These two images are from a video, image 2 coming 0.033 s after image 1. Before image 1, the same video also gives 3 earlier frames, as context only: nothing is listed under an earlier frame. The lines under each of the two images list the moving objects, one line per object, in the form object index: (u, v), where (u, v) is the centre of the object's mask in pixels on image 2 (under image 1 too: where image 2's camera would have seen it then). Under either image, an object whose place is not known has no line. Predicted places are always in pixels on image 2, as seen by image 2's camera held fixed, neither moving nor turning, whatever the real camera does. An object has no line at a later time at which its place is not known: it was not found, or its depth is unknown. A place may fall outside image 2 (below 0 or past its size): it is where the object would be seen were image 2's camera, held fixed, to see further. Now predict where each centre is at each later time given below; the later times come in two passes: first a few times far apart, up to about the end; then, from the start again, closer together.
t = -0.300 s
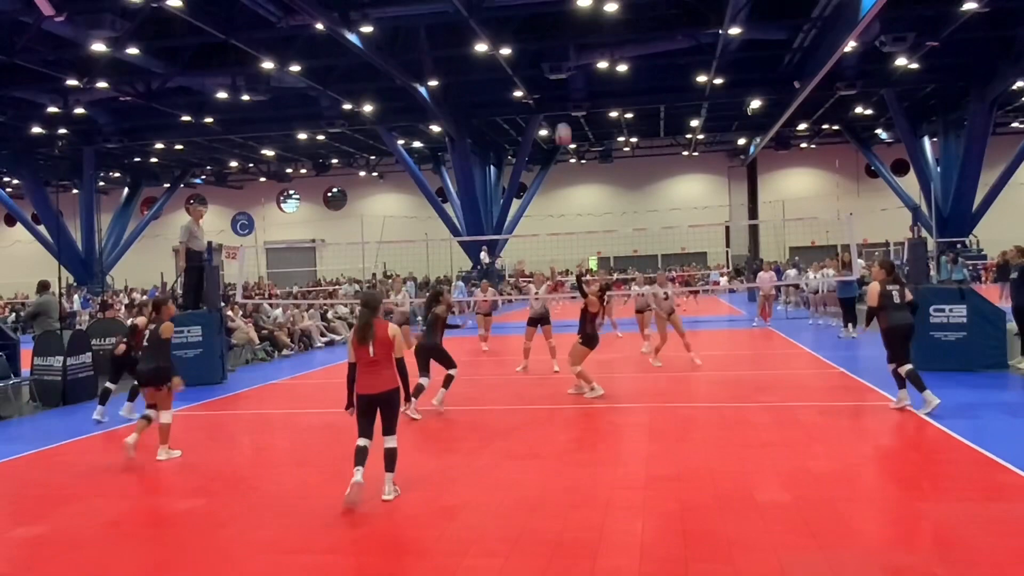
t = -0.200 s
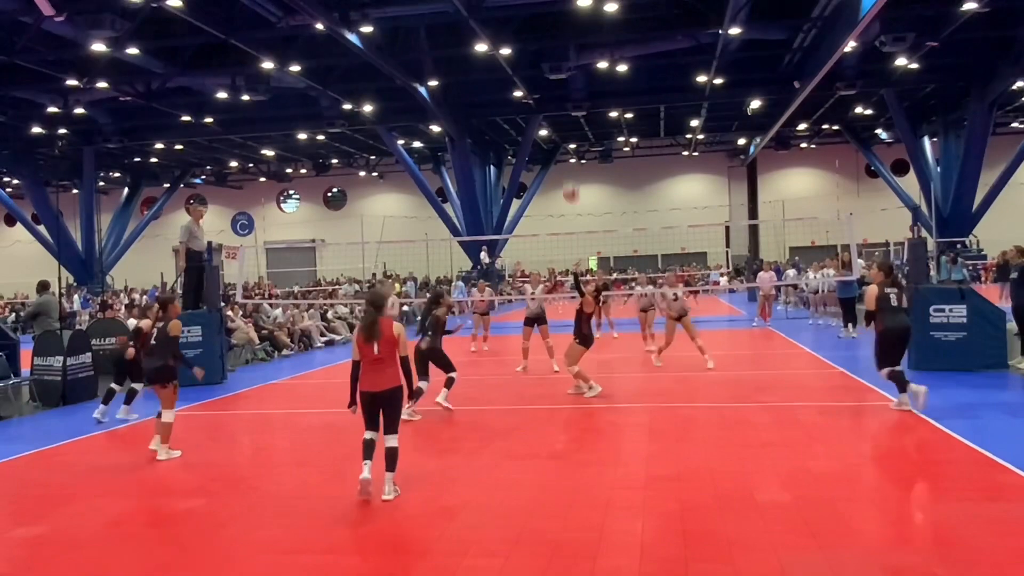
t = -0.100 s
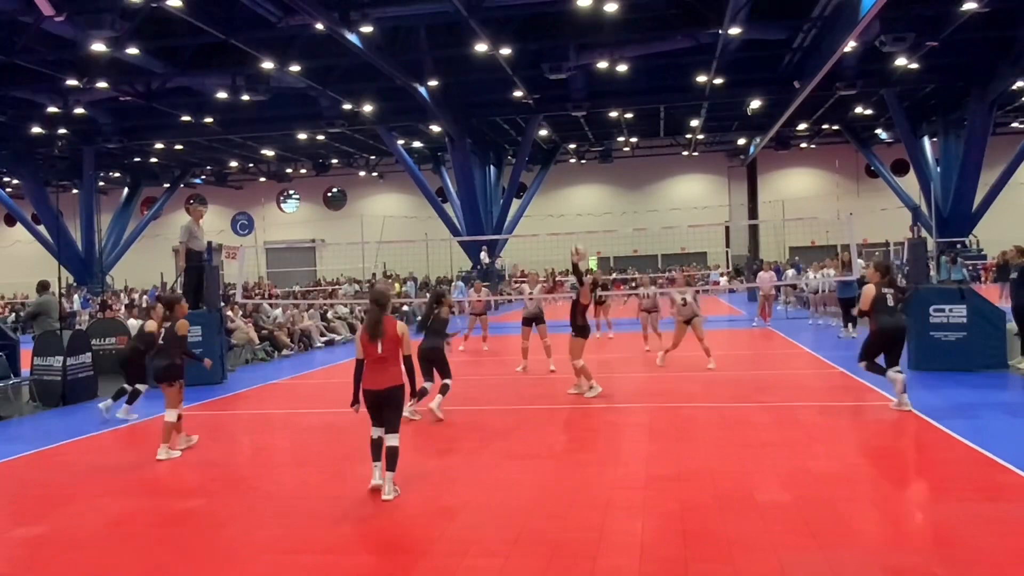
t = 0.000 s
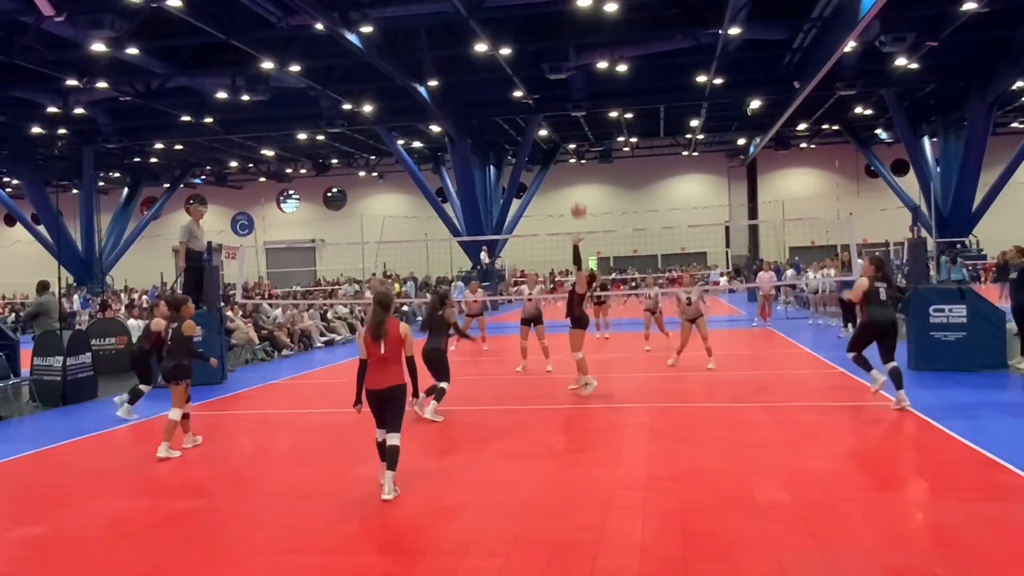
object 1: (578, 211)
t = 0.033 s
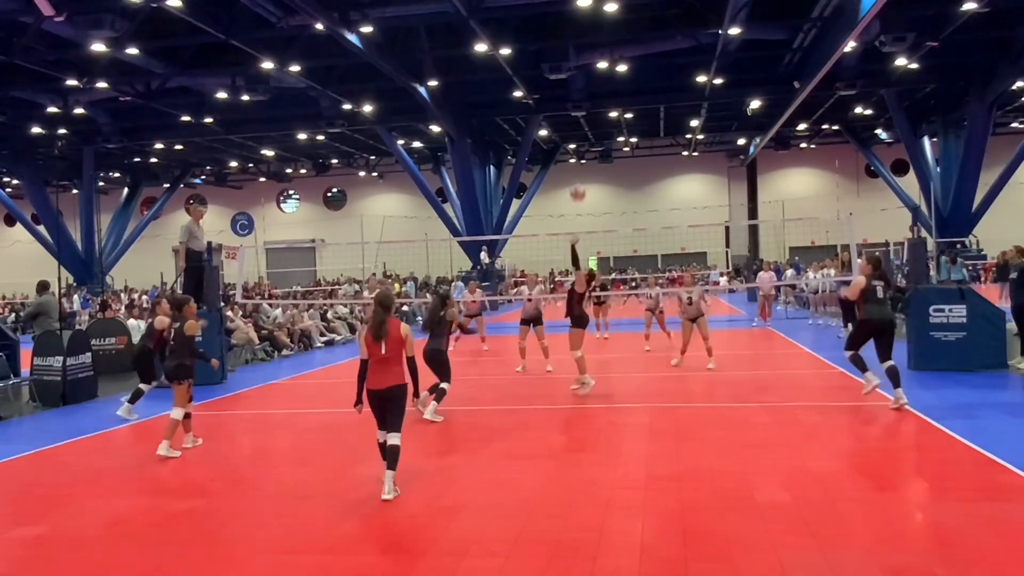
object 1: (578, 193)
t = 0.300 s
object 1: (572, 92)
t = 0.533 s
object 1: (568, 56)
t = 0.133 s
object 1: (575, 146)
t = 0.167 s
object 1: (574, 134)
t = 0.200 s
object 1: (574, 122)
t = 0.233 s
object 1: (573, 111)
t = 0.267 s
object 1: (572, 101)
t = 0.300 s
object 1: (572, 92)
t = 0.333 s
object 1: (571, 84)
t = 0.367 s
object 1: (571, 79)
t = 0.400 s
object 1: (570, 72)
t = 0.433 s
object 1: (569, 67)
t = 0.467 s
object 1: (569, 62)
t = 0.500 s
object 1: (568, 59)
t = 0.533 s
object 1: (568, 56)
